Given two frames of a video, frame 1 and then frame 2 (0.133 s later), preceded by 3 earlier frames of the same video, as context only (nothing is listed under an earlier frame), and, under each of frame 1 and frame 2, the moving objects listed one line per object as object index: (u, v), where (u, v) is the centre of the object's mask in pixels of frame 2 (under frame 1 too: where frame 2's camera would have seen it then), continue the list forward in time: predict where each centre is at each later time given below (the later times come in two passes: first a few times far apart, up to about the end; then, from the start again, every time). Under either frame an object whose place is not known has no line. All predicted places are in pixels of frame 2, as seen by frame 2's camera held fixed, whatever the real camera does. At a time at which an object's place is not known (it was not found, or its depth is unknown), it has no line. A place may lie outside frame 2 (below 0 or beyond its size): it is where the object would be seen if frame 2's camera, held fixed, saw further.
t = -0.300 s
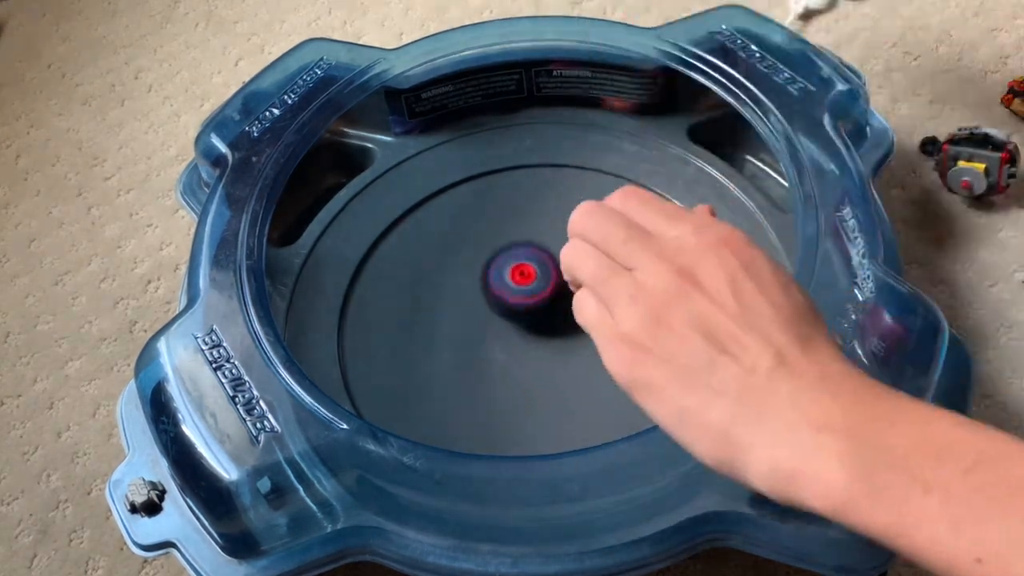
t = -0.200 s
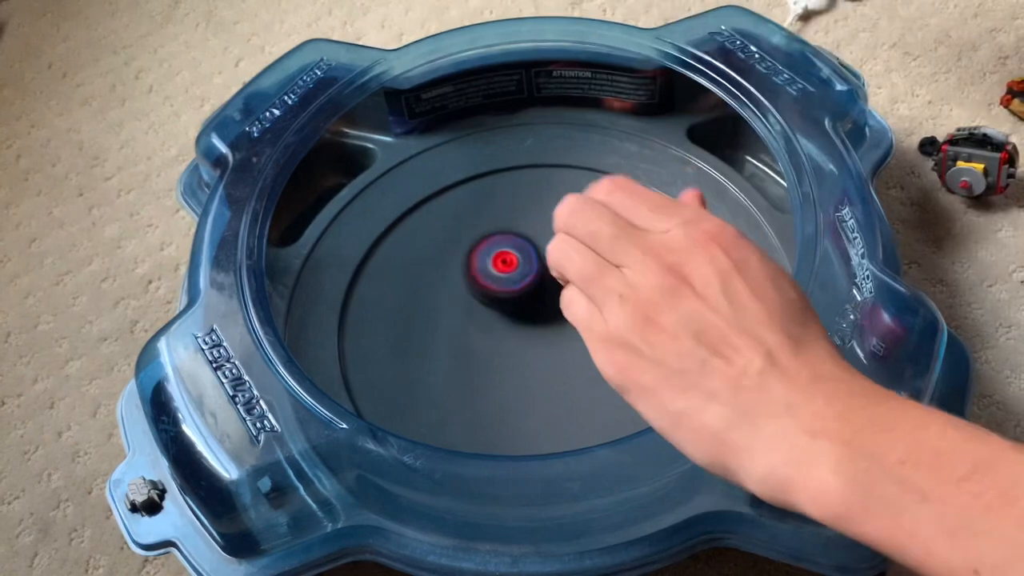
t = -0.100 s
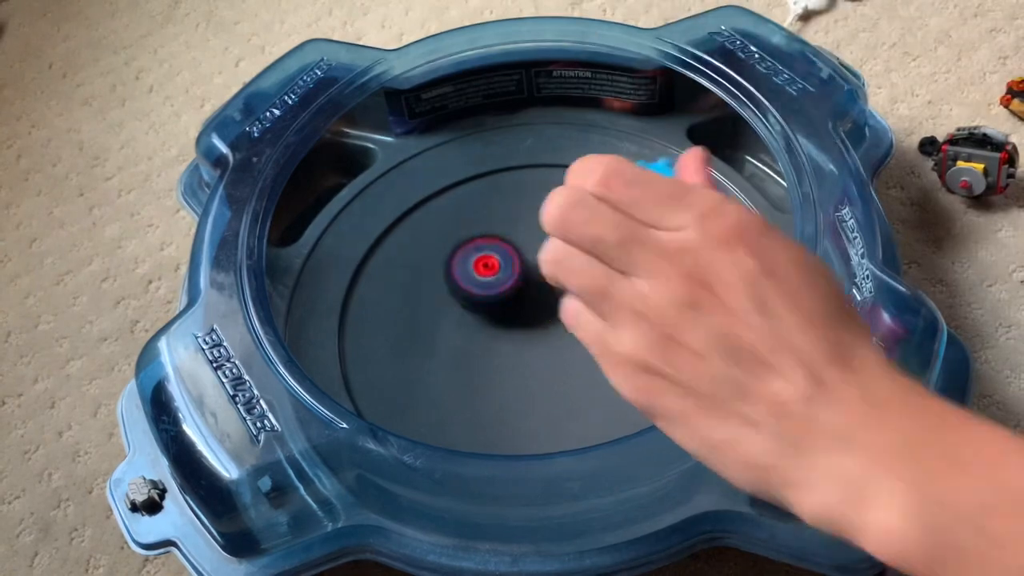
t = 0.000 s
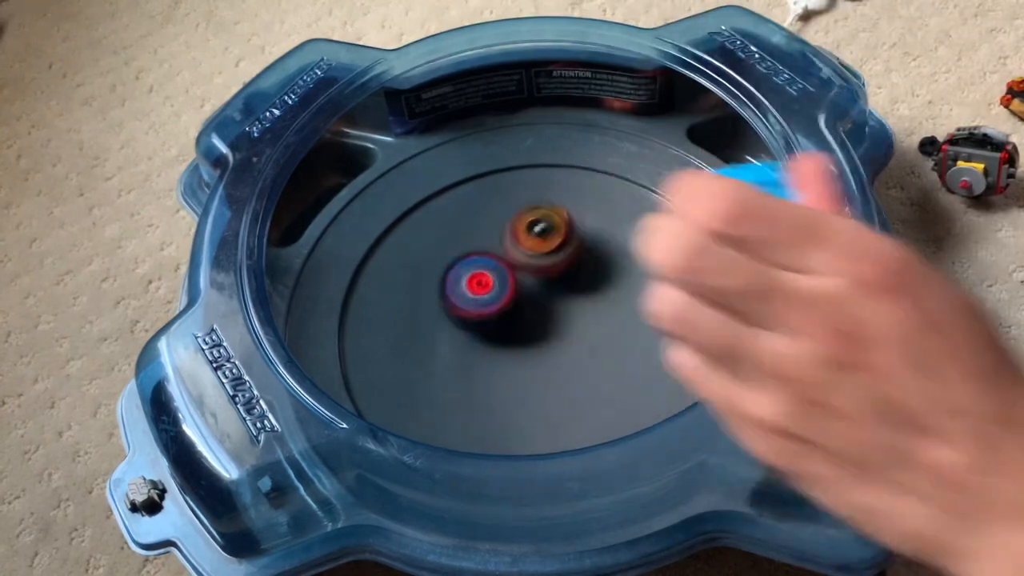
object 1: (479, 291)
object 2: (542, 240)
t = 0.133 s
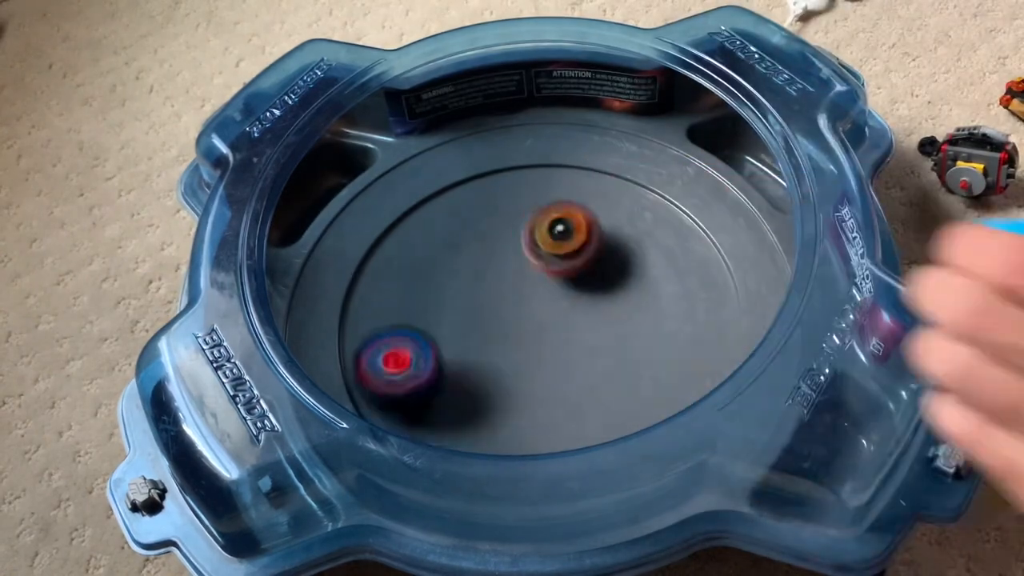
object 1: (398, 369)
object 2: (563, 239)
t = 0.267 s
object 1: (434, 423)
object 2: (576, 258)
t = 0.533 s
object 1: (617, 393)
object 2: (604, 307)
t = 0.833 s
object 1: (558, 410)
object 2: (614, 122)
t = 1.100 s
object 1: (488, 306)
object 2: (617, 183)
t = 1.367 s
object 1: (405, 264)
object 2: (546, 321)
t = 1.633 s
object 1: (463, 252)
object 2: (397, 396)
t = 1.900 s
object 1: (567, 169)
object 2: (408, 406)
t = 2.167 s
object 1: (634, 199)
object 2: (570, 330)
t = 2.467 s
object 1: (667, 236)
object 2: (538, 342)
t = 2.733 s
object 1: (607, 327)
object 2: (500, 323)
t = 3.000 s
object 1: (510, 419)
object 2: (528, 310)
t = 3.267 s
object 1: (451, 416)
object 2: (545, 314)
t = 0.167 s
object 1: (397, 388)
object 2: (566, 241)
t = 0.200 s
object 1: (406, 403)
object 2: (570, 246)
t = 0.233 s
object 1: (417, 413)
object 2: (573, 252)
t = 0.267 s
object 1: (434, 423)
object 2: (576, 258)
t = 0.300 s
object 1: (457, 431)
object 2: (578, 264)
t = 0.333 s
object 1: (478, 453)
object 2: (581, 271)
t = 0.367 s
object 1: (507, 455)
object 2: (585, 279)
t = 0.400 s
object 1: (532, 450)
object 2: (588, 289)
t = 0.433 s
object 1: (561, 442)
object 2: (590, 297)
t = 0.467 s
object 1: (585, 431)
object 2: (595, 306)
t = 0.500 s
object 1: (603, 404)
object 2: (599, 314)
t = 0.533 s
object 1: (617, 393)
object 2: (604, 307)
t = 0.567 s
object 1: (605, 415)
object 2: (625, 259)
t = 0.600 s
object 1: (592, 429)
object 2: (638, 216)
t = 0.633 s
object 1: (580, 437)
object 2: (643, 179)
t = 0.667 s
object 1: (570, 439)
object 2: (641, 157)
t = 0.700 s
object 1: (565, 441)
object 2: (633, 144)
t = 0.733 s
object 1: (561, 437)
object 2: (624, 136)
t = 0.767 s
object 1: (558, 420)
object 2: (617, 130)
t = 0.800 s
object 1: (558, 416)
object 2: (615, 125)
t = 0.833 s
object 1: (558, 410)
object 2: (614, 122)
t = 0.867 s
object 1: (554, 398)
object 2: (614, 121)
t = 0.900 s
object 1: (549, 385)
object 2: (619, 122)
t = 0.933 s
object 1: (542, 371)
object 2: (620, 124)
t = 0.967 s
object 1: (534, 359)
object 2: (621, 130)
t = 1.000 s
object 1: (524, 346)
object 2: (625, 138)
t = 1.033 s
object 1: (512, 332)
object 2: (622, 149)
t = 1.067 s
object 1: (500, 317)
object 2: (620, 163)
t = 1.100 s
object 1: (488, 306)
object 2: (617, 183)
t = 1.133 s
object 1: (475, 295)
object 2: (610, 203)
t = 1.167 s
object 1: (461, 286)
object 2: (603, 227)
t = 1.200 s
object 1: (449, 277)
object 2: (596, 246)
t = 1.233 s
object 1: (438, 272)
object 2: (588, 268)
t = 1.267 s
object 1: (427, 268)
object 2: (579, 282)
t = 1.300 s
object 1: (418, 265)
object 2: (569, 298)
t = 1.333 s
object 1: (410, 263)
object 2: (559, 312)
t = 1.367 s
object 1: (405, 264)
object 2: (546, 321)
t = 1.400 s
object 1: (402, 265)
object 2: (531, 333)
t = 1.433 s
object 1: (401, 266)
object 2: (518, 340)
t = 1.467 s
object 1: (403, 268)
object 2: (499, 347)
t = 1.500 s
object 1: (406, 272)
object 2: (482, 350)
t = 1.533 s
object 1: (414, 278)
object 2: (463, 351)
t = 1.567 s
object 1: (423, 282)
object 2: (443, 352)
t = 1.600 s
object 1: (442, 271)
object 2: (419, 373)
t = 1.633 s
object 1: (463, 252)
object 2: (397, 396)
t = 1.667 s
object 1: (480, 239)
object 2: (392, 405)
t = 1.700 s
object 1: (494, 227)
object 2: (386, 408)
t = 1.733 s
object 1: (510, 215)
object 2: (388, 409)
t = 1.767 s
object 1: (523, 204)
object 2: (387, 411)
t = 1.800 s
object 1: (533, 192)
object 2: (391, 411)
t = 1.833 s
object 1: (543, 182)
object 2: (393, 409)
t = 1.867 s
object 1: (555, 174)
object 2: (400, 407)
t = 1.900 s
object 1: (567, 169)
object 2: (408, 406)
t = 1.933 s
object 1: (578, 163)
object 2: (424, 403)
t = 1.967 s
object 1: (587, 167)
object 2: (441, 401)
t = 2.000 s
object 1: (595, 172)
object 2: (460, 398)
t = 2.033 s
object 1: (603, 177)
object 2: (483, 383)
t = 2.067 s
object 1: (611, 182)
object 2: (502, 375)
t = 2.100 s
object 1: (619, 187)
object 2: (524, 357)
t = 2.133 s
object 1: (627, 192)
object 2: (546, 344)
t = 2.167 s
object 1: (634, 199)
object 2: (570, 330)
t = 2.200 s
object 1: (638, 208)
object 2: (586, 310)
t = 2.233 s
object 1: (641, 217)
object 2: (599, 297)
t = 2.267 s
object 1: (657, 218)
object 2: (603, 293)
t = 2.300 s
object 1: (671, 209)
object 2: (592, 303)
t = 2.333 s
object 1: (677, 206)
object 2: (576, 313)
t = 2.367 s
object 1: (675, 214)
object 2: (565, 327)
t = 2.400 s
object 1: (672, 218)
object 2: (554, 333)
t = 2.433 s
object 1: (668, 227)
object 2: (541, 335)
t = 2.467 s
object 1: (667, 236)
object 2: (538, 342)
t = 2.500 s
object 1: (665, 245)
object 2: (532, 346)
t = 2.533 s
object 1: (658, 255)
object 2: (523, 346)
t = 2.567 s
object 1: (653, 266)
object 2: (518, 338)
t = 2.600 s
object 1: (646, 274)
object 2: (512, 339)
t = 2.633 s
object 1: (637, 288)
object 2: (507, 339)
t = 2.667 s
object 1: (628, 300)
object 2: (500, 333)
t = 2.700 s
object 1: (617, 316)
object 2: (499, 331)
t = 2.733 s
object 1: (607, 327)
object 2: (500, 323)
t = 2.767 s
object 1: (595, 342)
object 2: (499, 321)
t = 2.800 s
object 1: (581, 357)
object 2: (504, 318)
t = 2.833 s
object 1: (569, 371)
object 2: (507, 313)
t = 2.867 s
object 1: (556, 383)
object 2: (513, 311)
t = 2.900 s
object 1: (543, 396)
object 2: (516, 309)
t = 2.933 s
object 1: (531, 405)
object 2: (519, 309)
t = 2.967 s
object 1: (521, 414)
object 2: (525, 310)
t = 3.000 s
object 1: (510, 419)
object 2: (528, 310)
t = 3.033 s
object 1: (501, 423)
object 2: (531, 311)
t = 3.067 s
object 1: (491, 425)
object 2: (535, 311)
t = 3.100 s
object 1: (482, 426)
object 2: (539, 312)
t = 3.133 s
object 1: (474, 426)
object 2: (539, 313)
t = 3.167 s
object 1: (466, 425)
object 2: (543, 315)
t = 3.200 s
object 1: (460, 423)
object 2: (545, 315)
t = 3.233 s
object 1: (455, 420)
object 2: (546, 314)
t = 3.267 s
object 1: (451, 416)
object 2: (545, 314)
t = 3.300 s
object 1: (447, 412)
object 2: (541, 313)
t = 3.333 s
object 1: (444, 406)
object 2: (537, 313)
